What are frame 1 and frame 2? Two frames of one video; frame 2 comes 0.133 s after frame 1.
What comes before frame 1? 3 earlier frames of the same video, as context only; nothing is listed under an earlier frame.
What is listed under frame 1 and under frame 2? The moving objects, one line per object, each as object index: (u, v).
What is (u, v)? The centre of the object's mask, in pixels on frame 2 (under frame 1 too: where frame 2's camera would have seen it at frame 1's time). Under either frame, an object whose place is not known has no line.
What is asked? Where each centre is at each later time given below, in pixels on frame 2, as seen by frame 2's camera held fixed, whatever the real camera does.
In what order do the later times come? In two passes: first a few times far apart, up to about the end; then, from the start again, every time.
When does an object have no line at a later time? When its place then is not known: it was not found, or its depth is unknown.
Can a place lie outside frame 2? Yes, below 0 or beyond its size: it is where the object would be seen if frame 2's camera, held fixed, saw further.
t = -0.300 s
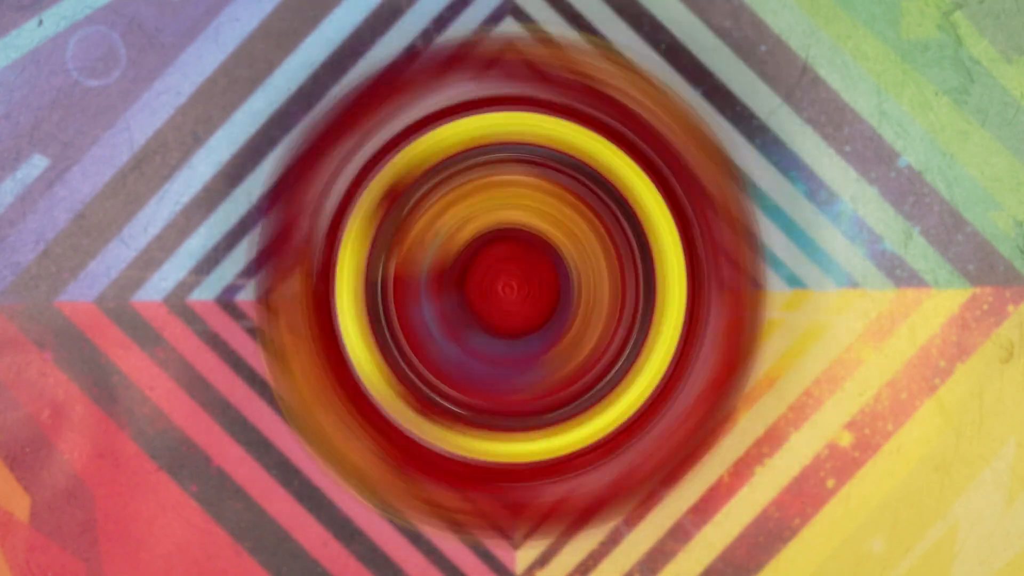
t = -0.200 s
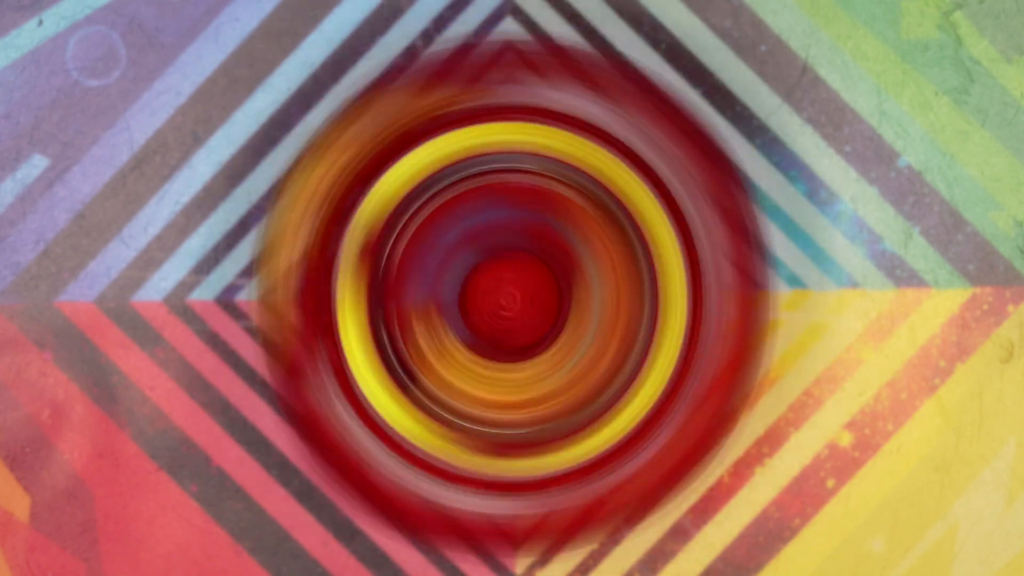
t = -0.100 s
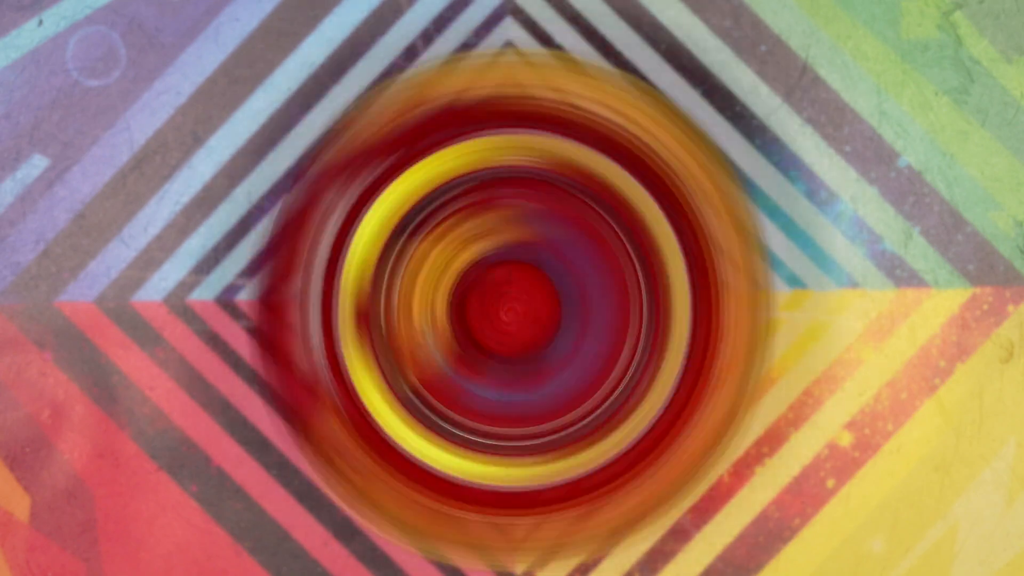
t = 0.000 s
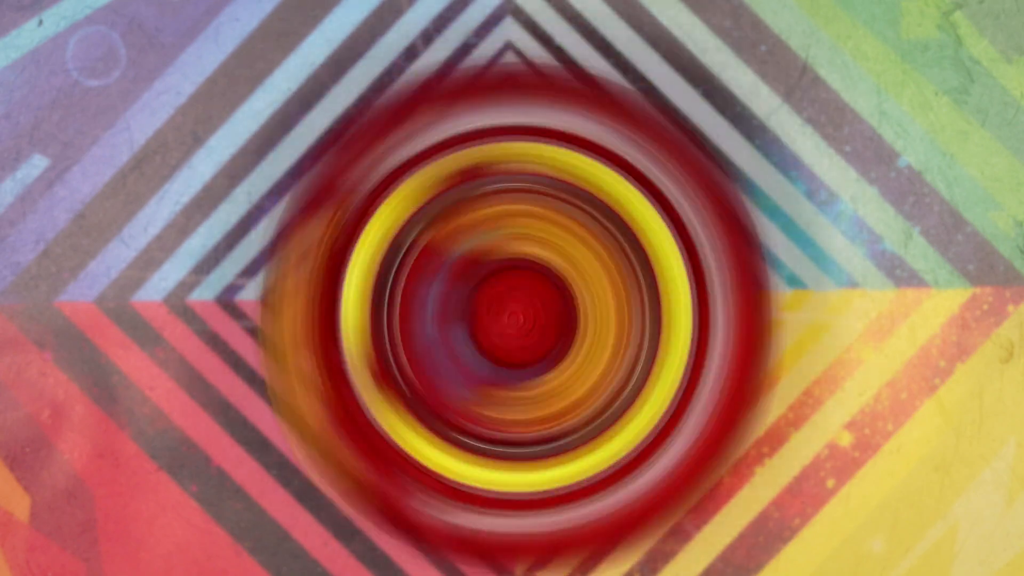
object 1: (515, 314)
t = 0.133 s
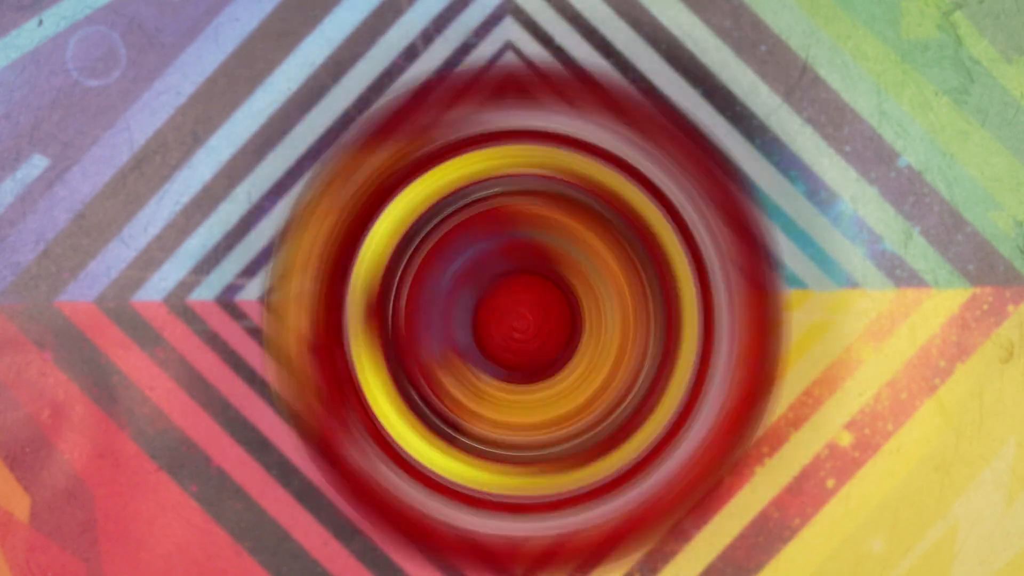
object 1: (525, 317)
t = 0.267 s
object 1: (529, 309)
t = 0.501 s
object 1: (521, 292)
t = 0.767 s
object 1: (497, 278)
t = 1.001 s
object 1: (497, 286)
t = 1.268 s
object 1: (520, 301)
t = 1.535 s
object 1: (542, 294)
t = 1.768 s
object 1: (527, 287)
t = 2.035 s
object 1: (501, 295)
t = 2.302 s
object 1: (496, 309)
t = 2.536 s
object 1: (509, 301)
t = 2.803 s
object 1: (522, 284)
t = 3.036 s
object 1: (520, 274)
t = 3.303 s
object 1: (511, 288)
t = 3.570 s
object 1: (513, 309)
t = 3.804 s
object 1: (520, 315)
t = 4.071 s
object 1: (524, 295)
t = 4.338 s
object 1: (510, 275)
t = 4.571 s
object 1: (503, 277)
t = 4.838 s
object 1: (512, 295)
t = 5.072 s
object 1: (526, 307)
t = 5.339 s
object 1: (528, 304)
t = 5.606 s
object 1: (521, 291)
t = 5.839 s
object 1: (504, 282)
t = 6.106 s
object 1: (499, 295)
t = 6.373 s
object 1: (521, 295)
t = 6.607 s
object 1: (528, 296)
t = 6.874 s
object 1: (532, 286)
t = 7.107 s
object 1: (510, 292)
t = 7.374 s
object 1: (500, 294)
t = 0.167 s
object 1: (521, 318)
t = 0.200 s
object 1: (525, 316)
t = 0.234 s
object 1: (528, 316)
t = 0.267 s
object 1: (529, 309)
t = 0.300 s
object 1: (526, 310)
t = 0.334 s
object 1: (524, 310)
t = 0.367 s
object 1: (528, 307)
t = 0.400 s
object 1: (529, 303)
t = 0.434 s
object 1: (527, 299)
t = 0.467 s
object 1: (522, 297)
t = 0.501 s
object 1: (521, 292)
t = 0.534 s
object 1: (520, 290)
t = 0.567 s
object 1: (519, 283)
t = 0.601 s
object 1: (513, 282)
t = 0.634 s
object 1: (509, 283)
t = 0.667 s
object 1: (510, 280)
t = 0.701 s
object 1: (506, 277)
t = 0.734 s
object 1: (504, 276)
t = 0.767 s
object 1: (497, 278)
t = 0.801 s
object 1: (498, 276)
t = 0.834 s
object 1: (498, 279)
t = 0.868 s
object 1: (497, 275)
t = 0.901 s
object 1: (492, 279)
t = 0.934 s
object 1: (492, 283)
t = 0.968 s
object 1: (495, 285)
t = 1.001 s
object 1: (497, 286)
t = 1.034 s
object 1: (496, 288)
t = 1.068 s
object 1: (496, 294)
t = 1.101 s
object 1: (503, 295)
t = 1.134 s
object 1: (506, 297)
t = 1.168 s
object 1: (510, 296)
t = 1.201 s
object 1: (510, 299)
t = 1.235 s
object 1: (515, 299)
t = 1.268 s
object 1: (520, 301)
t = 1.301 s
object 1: (526, 297)
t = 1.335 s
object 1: (524, 300)
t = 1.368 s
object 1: (528, 299)
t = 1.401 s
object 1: (535, 299)
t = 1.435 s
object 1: (537, 294)
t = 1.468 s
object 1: (536, 295)
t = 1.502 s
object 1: (537, 295)
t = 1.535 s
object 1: (542, 294)
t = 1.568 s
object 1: (539, 290)
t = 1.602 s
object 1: (538, 289)
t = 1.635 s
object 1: (535, 291)
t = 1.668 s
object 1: (539, 289)
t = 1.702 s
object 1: (535, 286)
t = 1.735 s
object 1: (532, 284)
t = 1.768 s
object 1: (527, 287)
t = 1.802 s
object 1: (529, 287)
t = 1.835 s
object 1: (525, 285)
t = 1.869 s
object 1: (520, 284)
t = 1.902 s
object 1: (515, 290)
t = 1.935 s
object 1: (515, 290)
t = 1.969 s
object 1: (512, 290)
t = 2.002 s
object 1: (507, 290)
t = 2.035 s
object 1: (501, 295)
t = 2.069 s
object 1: (504, 297)
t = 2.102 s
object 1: (502, 297)
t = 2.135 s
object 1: (499, 297)
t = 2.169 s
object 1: (495, 303)
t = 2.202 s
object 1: (500, 304)
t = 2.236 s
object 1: (499, 304)
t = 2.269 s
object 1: (496, 305)
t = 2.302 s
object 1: (496, 309)
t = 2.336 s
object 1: (502, 308)
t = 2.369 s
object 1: (502, 307)
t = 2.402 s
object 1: (501, 306)
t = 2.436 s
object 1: (502, 308)
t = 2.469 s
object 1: (508, 306)
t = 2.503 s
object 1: (512, 301)
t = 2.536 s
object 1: (509, 301)
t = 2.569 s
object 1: (512, 300)
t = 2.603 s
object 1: (517, 298)
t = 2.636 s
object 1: (520, 293)
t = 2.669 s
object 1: (517, 294)
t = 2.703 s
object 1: (522, 290)
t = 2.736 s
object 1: (525, 287)
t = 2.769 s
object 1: (526, 283)
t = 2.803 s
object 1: (522, 284)
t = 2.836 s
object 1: (526, 280)
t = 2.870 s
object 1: (526, 279)
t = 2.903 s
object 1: (525, 276)
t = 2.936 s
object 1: (522, 278)
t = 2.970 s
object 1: (526, 275)
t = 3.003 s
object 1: (525, 274)
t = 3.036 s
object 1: (520, 274)
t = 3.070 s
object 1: (521, 275)
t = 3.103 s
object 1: (522, 276)
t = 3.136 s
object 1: (522, 275)
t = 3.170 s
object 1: (516, 280)
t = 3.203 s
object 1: (518, 281)
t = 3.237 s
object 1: (517, 282)
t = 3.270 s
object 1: (515, 282)
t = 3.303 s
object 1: (511, 288)
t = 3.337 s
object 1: (515, 291)
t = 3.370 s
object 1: (515, 291)
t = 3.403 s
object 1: (510, 293)
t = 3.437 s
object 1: (510, 298)
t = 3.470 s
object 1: (513, 302)
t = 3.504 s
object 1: (514, 303)
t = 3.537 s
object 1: (509, 308)
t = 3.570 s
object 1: (513, 309)
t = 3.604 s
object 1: (515, 310)
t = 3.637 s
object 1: (515, 310)
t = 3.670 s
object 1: (513, 314)
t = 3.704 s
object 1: (519, 315)
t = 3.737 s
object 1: (520, 312)
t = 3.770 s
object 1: (516, 315)
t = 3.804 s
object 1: (520, 315)
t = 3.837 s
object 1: (522, 313)
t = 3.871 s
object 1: (522, 309)
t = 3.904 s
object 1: (520, 312)
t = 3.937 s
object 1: (524, 308)
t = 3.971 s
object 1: (525, 302)
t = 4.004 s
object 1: (521, 305)
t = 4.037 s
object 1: (524, 299)
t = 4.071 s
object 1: (524, 295)
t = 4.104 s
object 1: (521, 292)
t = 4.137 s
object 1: (518, 291)
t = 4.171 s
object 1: (520, 287)
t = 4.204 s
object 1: (521, 283)
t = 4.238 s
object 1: (515, 285)
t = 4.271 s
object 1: (519, 282)
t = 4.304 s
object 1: (516, 277)
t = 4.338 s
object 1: (510, 275)
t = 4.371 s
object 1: (511, 276)
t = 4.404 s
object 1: (511, 277)
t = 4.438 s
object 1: (511, 273)
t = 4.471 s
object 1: (505, 278)
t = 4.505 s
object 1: (509, 278)
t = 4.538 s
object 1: (509, 274)
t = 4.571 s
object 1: (503, 277)
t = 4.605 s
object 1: (507, 280)
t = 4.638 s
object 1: (507, 279)
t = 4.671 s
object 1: (504, 281)
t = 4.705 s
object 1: (504, 284)
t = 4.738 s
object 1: (508, 287)
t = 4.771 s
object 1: (510, 288)
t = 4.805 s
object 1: (507, 293)
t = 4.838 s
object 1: (512, 295)
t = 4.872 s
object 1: (515, 294)
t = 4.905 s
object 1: (511, 298)
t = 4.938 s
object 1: (516, 301)
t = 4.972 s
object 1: (520, 302)
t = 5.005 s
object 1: (521, 304)
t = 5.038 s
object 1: (521, 306)
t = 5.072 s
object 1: (526, 307)
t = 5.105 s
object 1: (529, 304)
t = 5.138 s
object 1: (524, 310)
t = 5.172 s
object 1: (530, 309)
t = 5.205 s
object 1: (531, 304)
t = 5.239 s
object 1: (527, 309)
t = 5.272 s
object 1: (533, 307)
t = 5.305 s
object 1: (532, 304)
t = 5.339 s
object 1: (528, 304)
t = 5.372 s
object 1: (531, 305)
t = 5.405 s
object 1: (531, 301)
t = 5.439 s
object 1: (529, 300)
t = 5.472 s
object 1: (526, 299)
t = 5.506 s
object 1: (528, 297)
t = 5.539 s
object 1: (526, 292)
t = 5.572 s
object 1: (519, 296)
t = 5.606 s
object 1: (521, 291)
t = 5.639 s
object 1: (520, 288)
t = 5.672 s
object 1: (512, 290)
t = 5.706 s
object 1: (514, 288)
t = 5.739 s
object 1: (512, 284)
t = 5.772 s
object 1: (504, 287)
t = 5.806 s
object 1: (507, 287)
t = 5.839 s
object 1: (504, 282)
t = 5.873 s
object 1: (498, 286)
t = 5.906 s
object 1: (501, 287)
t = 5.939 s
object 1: (500, 285)
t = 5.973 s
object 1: (493, 285)
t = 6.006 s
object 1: (497, 291)
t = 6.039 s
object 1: (498, 289)
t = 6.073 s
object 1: (495, 291)
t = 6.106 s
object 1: (499, 295)
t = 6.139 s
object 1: (502, 296)
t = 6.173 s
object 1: (502, 295)
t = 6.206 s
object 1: (505, 298)
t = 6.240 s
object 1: (510, 298)
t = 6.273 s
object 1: (511, 295)
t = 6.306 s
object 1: (512, 299)
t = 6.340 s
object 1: (518, 299)
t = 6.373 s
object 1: (521, 295)
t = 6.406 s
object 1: (520, 299)
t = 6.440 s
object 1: (526, 298)
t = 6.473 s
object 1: (529, 294)
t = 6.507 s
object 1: (525, 298)
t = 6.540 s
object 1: (531, 296)
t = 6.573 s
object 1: (534, 292)
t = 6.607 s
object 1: (528, 296)
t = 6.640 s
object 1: (534, 293)
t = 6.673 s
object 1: (536, 290)
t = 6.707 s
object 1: (530, 295)
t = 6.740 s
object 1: (535, 292)
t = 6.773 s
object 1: (536, 288)
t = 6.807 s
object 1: (528, 292)
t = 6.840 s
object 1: (532, 290)
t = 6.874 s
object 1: (532, 286)
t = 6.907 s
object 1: (523, 292)
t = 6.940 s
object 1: (526, 290)
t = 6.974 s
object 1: (525, 286)
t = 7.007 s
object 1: (517, 292)
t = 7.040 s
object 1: (519, 291)
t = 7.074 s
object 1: (517, 287)
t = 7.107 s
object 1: (510, 292)
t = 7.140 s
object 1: (511, 292)
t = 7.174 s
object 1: (509, 289)
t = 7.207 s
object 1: (504, 293)
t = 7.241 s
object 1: (506, 293)
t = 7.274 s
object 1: (503, 292)
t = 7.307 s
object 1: (501, 295)
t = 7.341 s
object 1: (502, 295)
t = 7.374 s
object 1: (500, 294)
